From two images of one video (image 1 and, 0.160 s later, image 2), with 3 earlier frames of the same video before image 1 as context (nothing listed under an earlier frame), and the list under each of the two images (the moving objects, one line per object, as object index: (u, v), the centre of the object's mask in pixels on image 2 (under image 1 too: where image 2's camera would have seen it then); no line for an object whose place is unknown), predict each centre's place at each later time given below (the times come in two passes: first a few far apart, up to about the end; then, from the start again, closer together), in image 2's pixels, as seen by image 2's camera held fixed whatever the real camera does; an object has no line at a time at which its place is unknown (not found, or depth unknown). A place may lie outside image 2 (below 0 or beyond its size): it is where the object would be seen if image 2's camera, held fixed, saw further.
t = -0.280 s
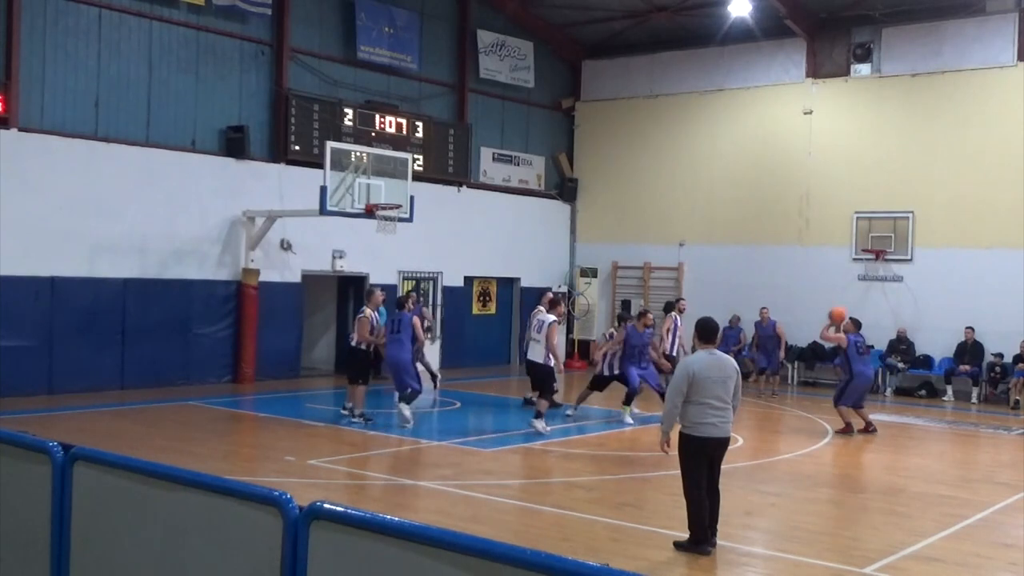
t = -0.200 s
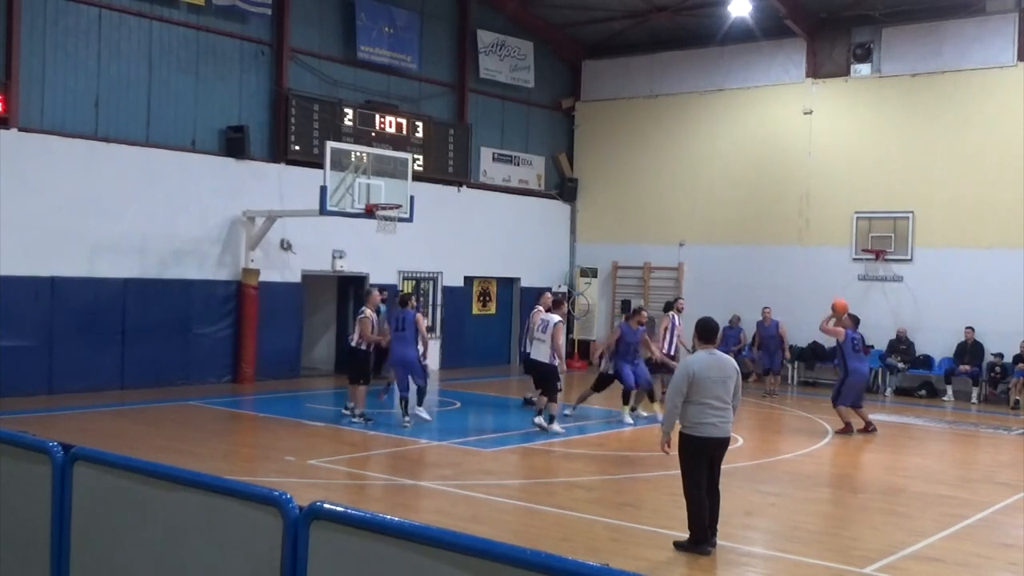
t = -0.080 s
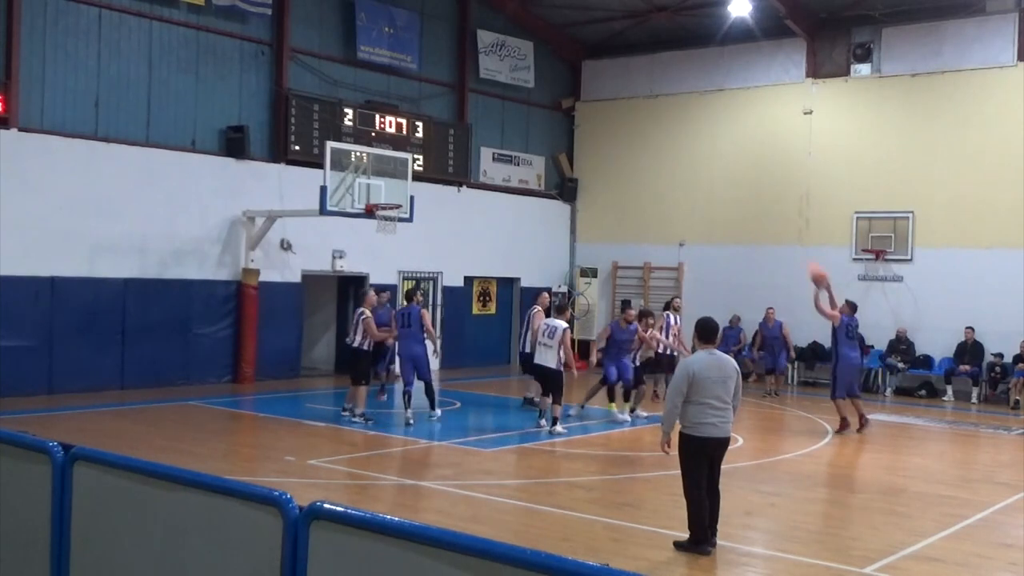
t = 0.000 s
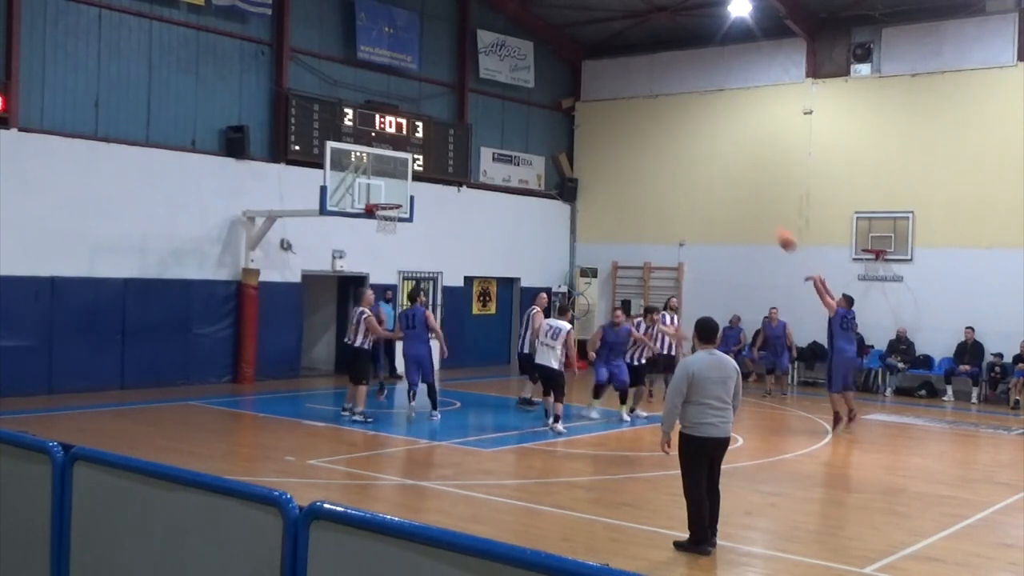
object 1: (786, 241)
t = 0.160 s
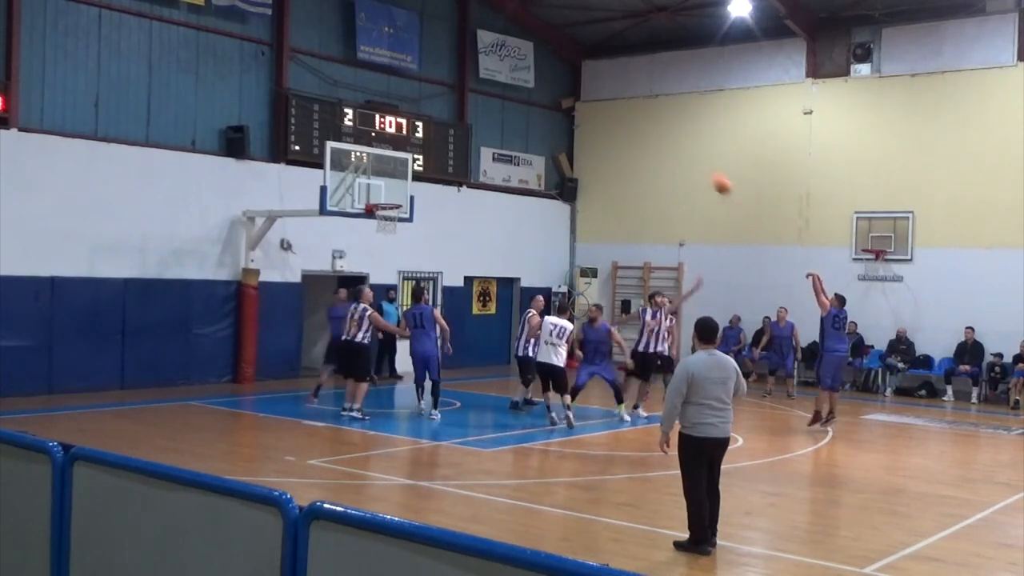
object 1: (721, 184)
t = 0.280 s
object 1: (675, 155)
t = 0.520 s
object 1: (584, 125)
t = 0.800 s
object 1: (481, 139)
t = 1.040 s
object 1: (397, 187)
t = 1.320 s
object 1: (390, 215)
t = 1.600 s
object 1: (379, 231)
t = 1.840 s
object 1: (375, 277)
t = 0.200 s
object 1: (706, 174)
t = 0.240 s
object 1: (691, 164)
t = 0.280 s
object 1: (675, 155)
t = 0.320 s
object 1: (659, 147)
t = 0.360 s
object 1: (644, 142)
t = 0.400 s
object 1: (629, 136)
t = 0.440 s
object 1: (613, 131)
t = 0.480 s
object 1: (598, 128)
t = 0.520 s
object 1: (584, 125)
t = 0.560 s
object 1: (568, 124)
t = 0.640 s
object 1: (538, 125)
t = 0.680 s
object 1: (523, 127)
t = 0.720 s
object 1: (509, 130)
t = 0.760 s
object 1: (495, 134)
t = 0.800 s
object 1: (481, 139)
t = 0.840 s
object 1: (466, 145)
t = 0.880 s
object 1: (453, 151)
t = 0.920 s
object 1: (439, 160)
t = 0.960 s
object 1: (427, 167)
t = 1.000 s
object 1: (412, 178)
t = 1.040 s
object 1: (397, 187)
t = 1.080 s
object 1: (383, 199)
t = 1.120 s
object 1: (385, 210)
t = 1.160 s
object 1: (392, 215)
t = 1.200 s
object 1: (395, 215)
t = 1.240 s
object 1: (393, 215)
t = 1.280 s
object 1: (391, 215)
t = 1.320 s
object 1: (390, 215)
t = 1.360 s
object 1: (387, 216)
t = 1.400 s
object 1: (386, 217)
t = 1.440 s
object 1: (384, 219)
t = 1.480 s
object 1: (383, 221)
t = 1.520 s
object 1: (381, 224)
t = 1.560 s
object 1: (381, 227)
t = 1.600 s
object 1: (379, 231)
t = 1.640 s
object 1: (379, 237)
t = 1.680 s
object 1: (378, 242)
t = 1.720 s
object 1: (377, 249)
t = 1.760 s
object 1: (376, 257)
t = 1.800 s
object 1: (375, 266)
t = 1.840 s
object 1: (375, 277)
